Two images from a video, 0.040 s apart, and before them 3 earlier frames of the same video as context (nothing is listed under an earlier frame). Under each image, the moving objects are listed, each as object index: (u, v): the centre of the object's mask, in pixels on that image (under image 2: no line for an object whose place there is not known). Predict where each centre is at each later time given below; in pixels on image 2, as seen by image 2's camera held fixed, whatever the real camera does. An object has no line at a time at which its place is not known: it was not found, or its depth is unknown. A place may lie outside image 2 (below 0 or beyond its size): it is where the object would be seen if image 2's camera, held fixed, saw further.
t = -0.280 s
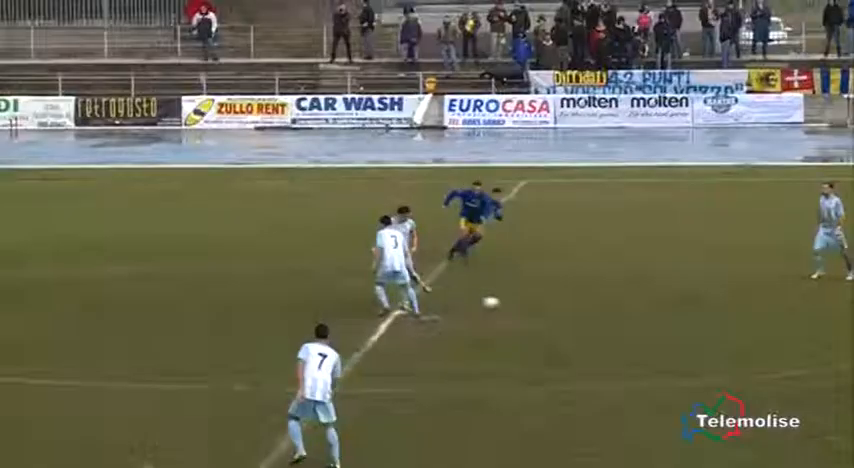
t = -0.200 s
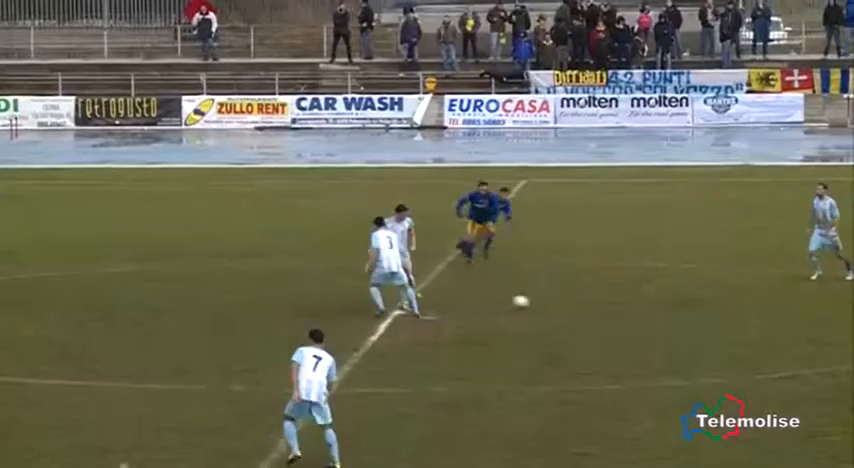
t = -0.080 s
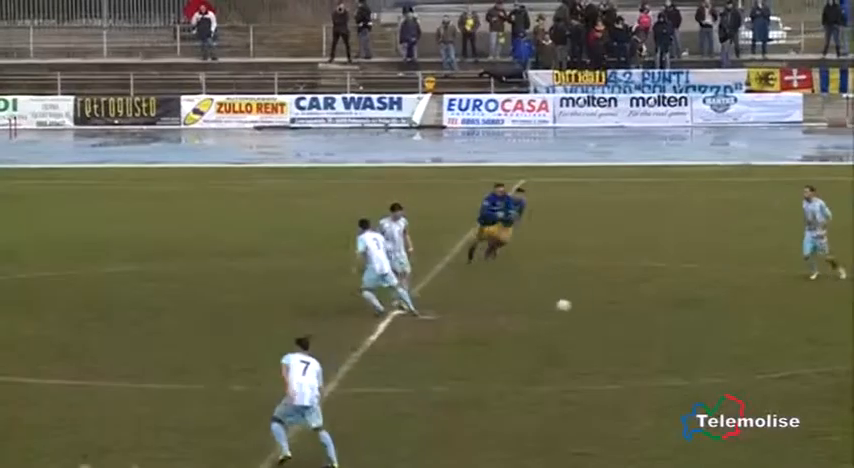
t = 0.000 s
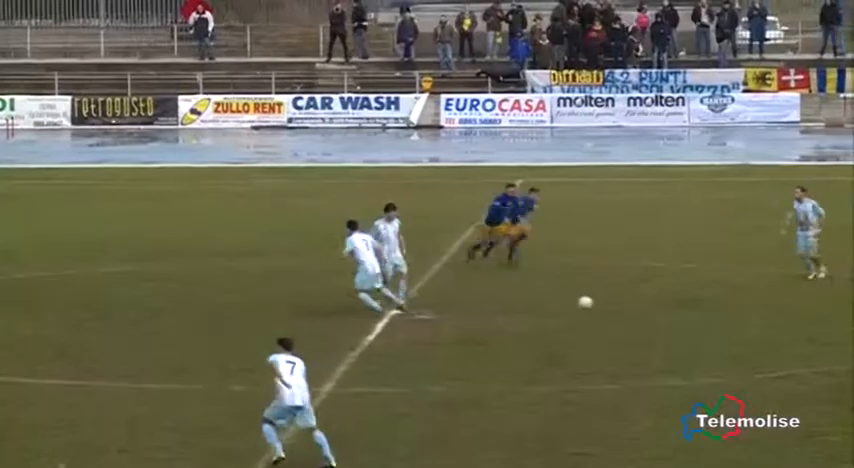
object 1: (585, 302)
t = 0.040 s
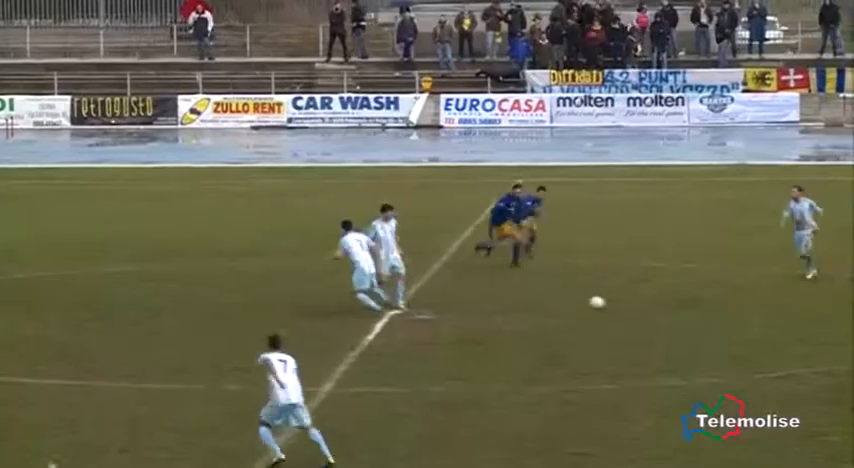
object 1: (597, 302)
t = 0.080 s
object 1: (609, 303)
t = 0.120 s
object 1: (620, 305)
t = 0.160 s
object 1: (631, 306)
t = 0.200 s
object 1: (641, 306)
